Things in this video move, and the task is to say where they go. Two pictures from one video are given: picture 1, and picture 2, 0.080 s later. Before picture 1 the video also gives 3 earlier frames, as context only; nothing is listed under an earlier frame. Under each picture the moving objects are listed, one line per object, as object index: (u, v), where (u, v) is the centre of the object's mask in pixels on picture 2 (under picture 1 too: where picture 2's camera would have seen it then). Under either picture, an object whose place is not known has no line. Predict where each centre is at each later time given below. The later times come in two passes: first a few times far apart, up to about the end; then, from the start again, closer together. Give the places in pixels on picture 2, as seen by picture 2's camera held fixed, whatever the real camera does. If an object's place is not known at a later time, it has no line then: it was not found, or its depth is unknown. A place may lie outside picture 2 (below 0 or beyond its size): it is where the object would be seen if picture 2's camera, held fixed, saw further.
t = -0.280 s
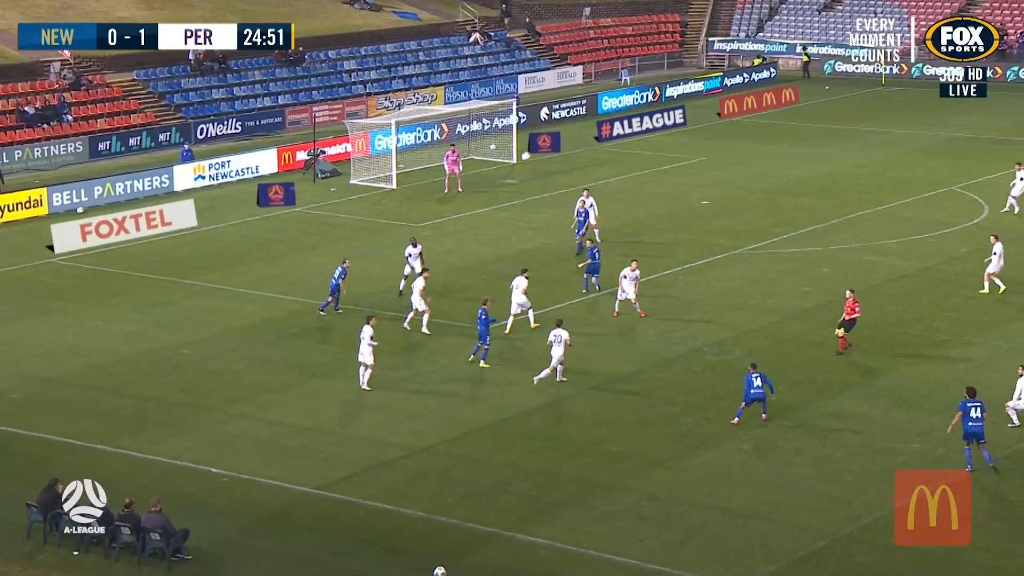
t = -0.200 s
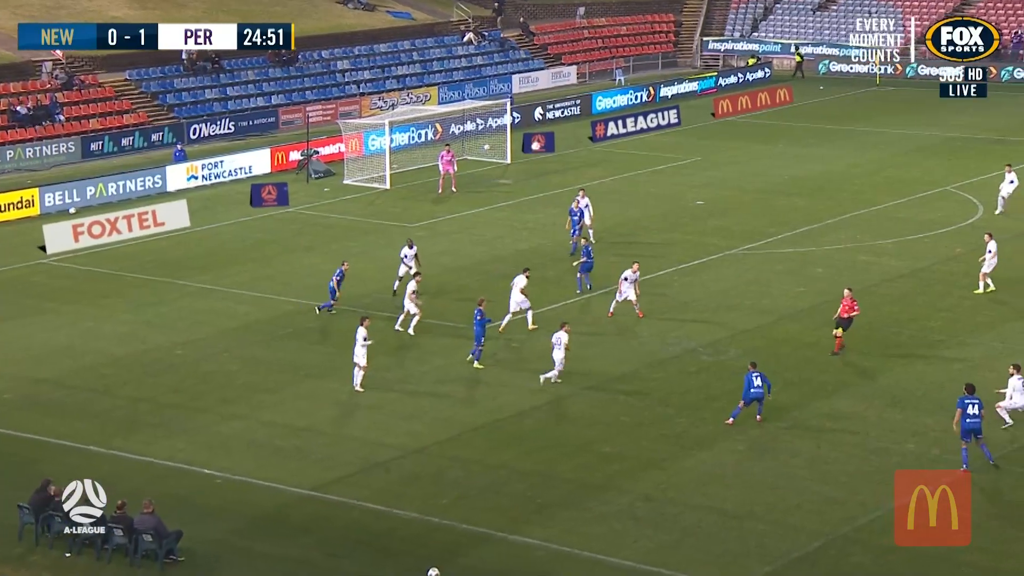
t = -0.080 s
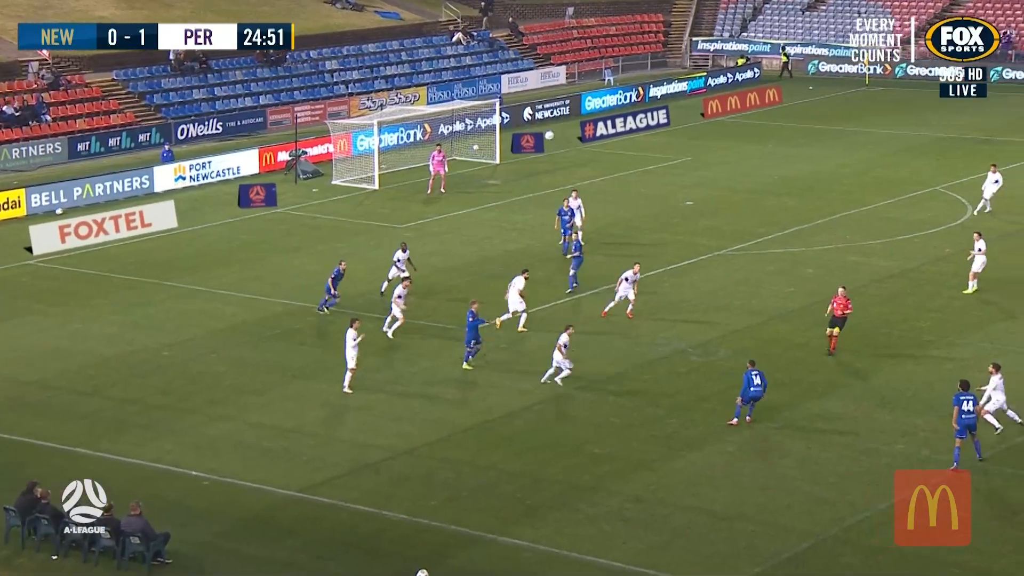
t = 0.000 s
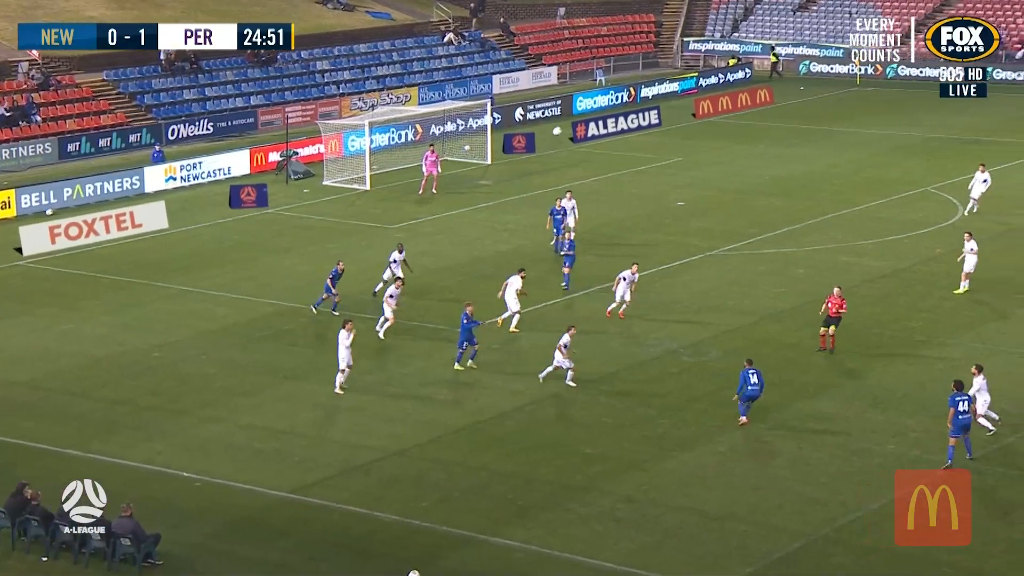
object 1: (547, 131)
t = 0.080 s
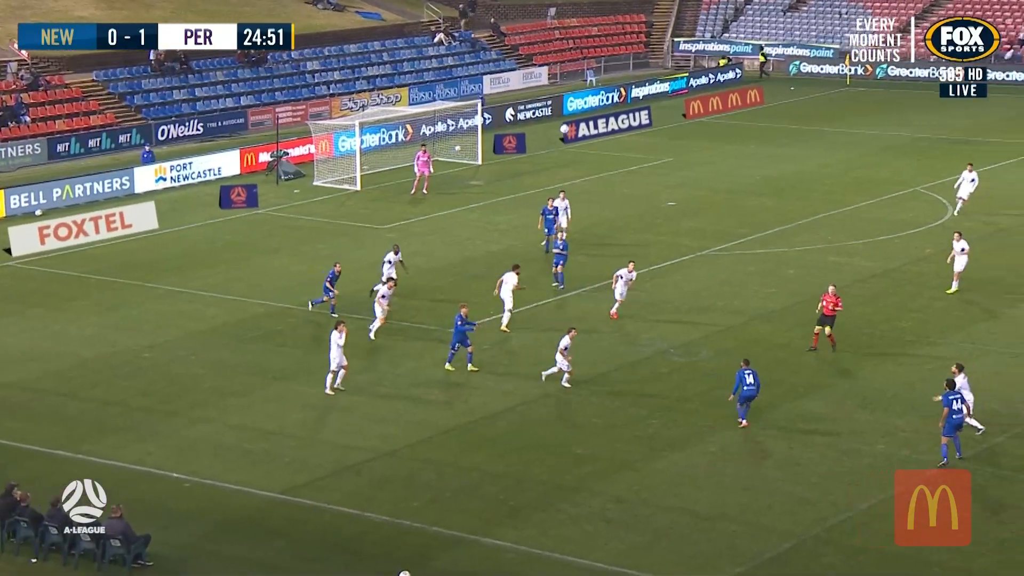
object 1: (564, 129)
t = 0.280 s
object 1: (606, 133)
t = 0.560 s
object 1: (667, 165)
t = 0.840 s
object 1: (732, 228)
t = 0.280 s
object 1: (606, 133)
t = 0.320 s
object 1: (614, 135)
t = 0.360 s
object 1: (623, 138)
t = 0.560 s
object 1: (667, 165)
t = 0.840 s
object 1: (732, 228)
